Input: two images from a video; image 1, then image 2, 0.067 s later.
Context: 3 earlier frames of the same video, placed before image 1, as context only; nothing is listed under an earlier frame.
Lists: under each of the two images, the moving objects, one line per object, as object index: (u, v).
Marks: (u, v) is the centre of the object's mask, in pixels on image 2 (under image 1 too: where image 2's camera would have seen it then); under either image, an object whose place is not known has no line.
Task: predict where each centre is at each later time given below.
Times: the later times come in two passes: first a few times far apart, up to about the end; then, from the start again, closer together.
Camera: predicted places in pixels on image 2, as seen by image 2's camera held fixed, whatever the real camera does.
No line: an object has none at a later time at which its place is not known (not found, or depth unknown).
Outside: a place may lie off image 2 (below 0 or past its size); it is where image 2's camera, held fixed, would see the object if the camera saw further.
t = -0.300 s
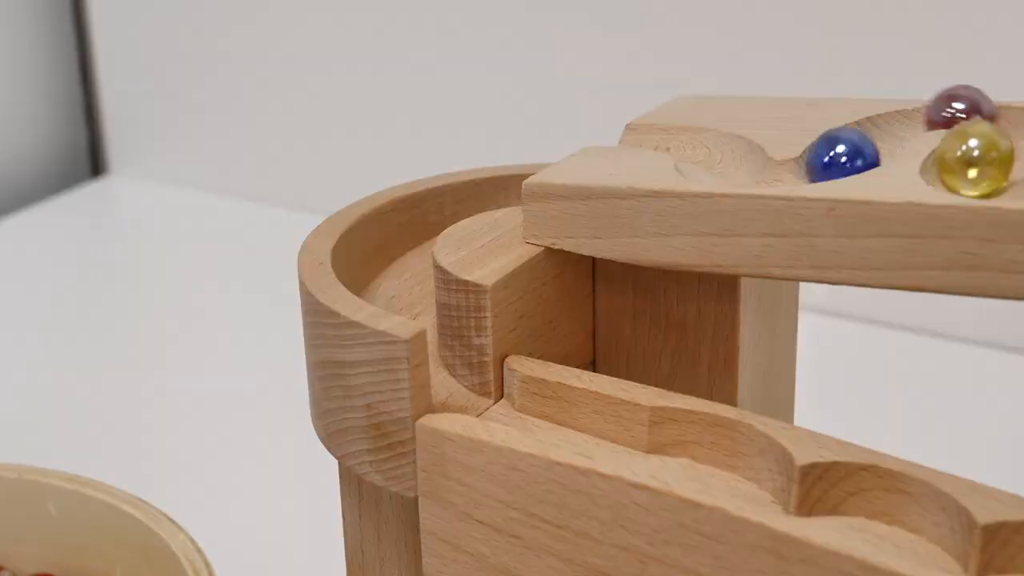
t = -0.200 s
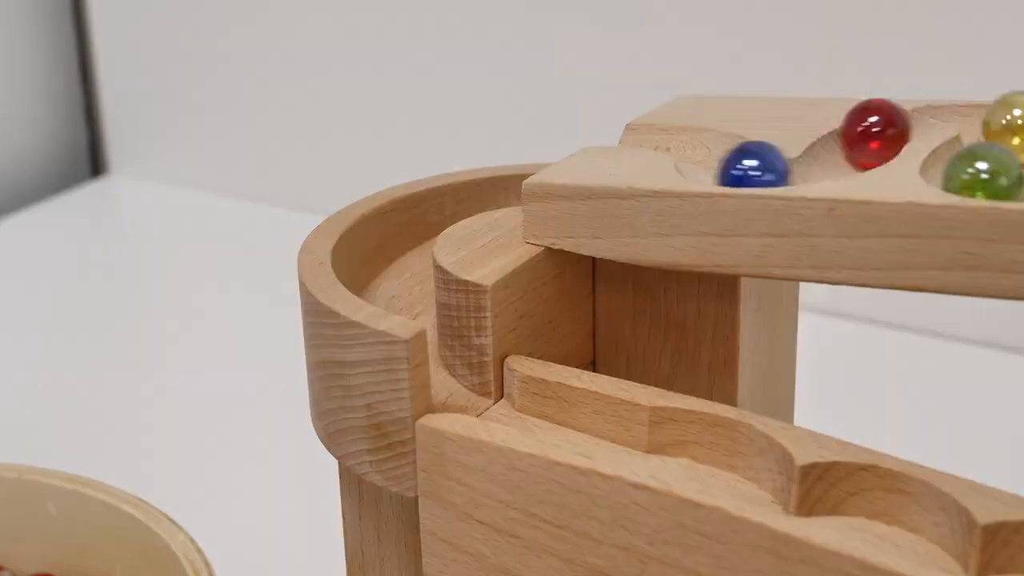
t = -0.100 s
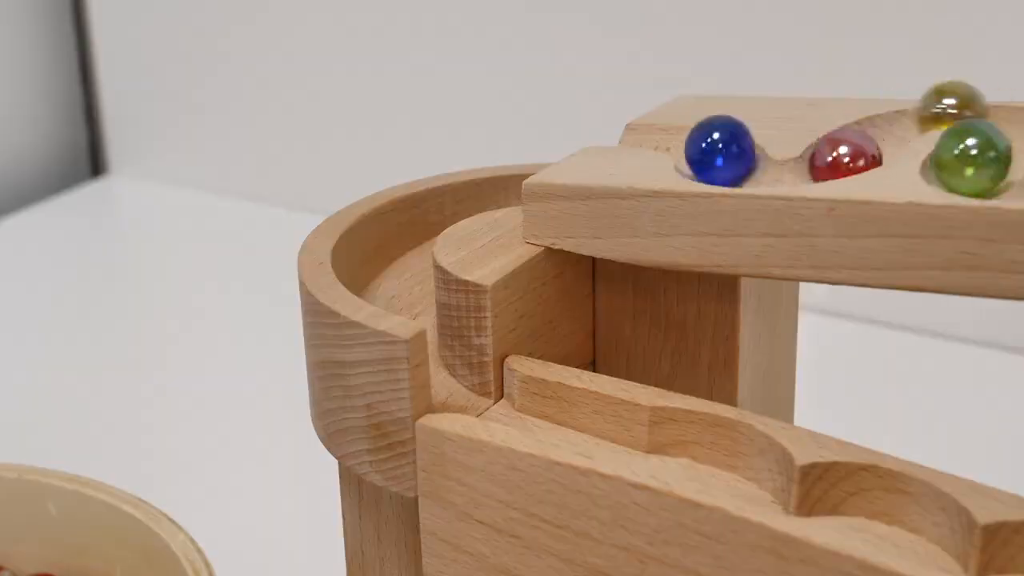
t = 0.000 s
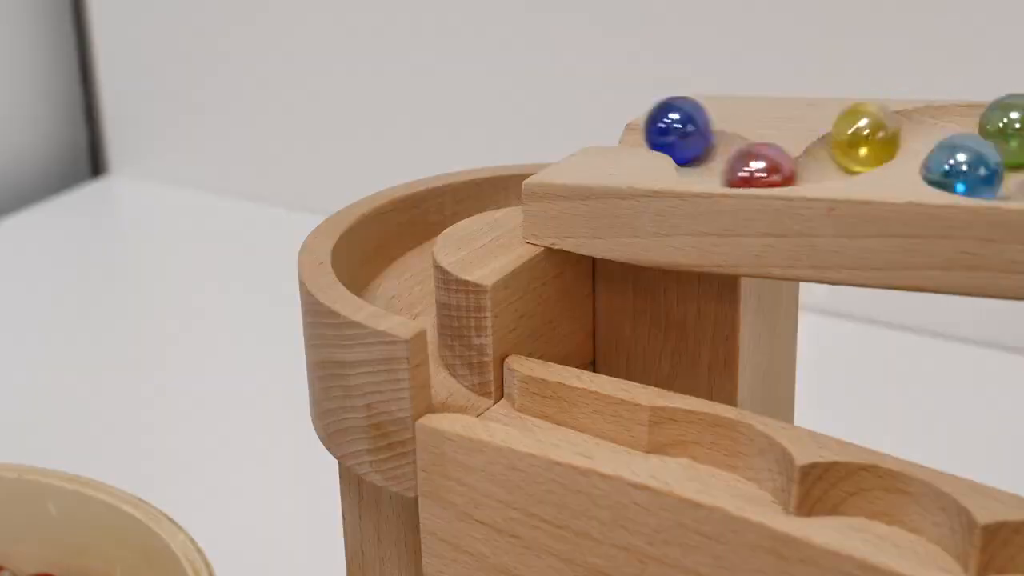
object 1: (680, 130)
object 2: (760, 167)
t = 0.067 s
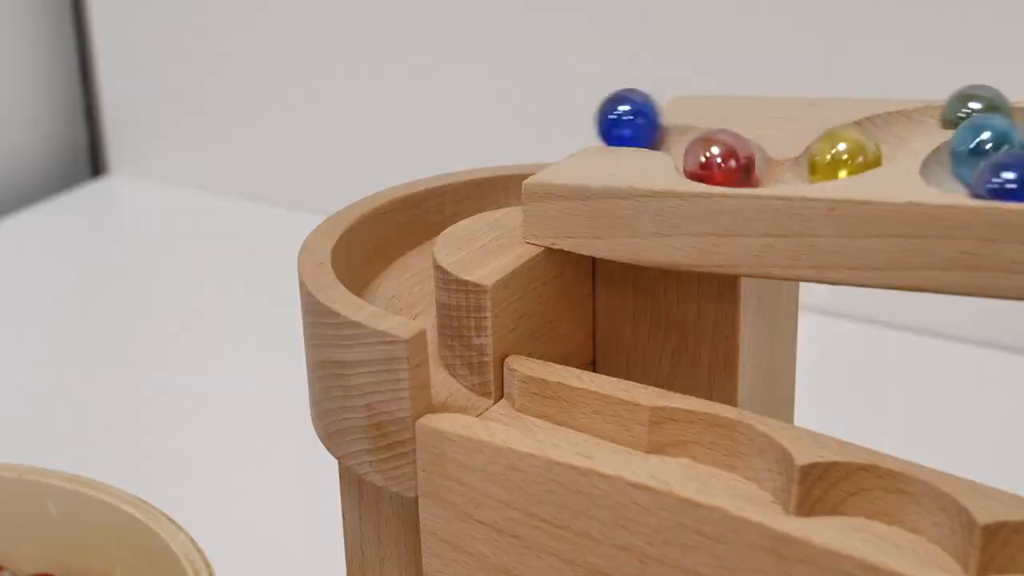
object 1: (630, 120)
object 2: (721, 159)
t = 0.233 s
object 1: (432, 220)
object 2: (659, 123)
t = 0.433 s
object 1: (462, 390)
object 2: (449, 206)
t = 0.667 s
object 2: (490, 397)
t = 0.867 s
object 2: (752, 476)
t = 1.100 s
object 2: (894, 510)
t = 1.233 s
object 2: (943, 543)
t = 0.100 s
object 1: (594, 122)
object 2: (717, 153)
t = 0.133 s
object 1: (551, 149)
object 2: (717, 145)
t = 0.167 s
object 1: (509, 179)
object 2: (706, 136)
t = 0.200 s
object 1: (478, 191)
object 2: (682, 127)
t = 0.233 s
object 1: (432, 220)
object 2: (659, 123)
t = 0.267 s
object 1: (406, 255)
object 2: (633, 122)
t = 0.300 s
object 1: (385, 282)
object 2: (599, 122)
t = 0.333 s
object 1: (381, 298)
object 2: (558, 144)
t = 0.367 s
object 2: (519, 173)
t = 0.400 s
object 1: (437, 381)
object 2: (490, 186)
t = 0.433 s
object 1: (462, 390)
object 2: (449, 206)
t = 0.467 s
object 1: (521, 400)
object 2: (416, 246)
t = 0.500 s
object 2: (386, 274)
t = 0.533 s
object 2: (378, 292)
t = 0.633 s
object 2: (450, 386)
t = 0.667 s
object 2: (490, 397)
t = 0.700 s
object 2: (549, 411)
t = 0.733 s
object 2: (607, 423)
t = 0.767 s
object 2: (653, 435)
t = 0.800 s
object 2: (714, 452)
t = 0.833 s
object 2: (733, 465)
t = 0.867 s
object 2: (752, 476)
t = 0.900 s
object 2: (753, 483)
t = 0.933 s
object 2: (771, 490)
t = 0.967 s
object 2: (794, 496)
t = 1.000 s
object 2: (819, 498)
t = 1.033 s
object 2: (843, 499)
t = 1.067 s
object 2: (872, 503)
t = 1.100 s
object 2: (894, 510)
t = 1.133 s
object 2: (912, 521)
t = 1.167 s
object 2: (928, 529)
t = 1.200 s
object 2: (938, 536)
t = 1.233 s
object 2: (943, 543)
